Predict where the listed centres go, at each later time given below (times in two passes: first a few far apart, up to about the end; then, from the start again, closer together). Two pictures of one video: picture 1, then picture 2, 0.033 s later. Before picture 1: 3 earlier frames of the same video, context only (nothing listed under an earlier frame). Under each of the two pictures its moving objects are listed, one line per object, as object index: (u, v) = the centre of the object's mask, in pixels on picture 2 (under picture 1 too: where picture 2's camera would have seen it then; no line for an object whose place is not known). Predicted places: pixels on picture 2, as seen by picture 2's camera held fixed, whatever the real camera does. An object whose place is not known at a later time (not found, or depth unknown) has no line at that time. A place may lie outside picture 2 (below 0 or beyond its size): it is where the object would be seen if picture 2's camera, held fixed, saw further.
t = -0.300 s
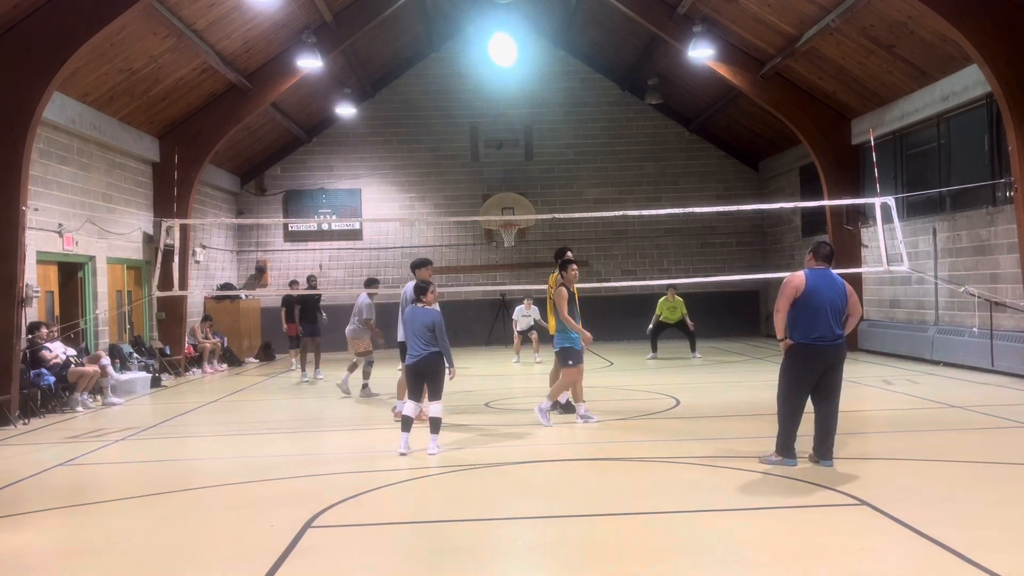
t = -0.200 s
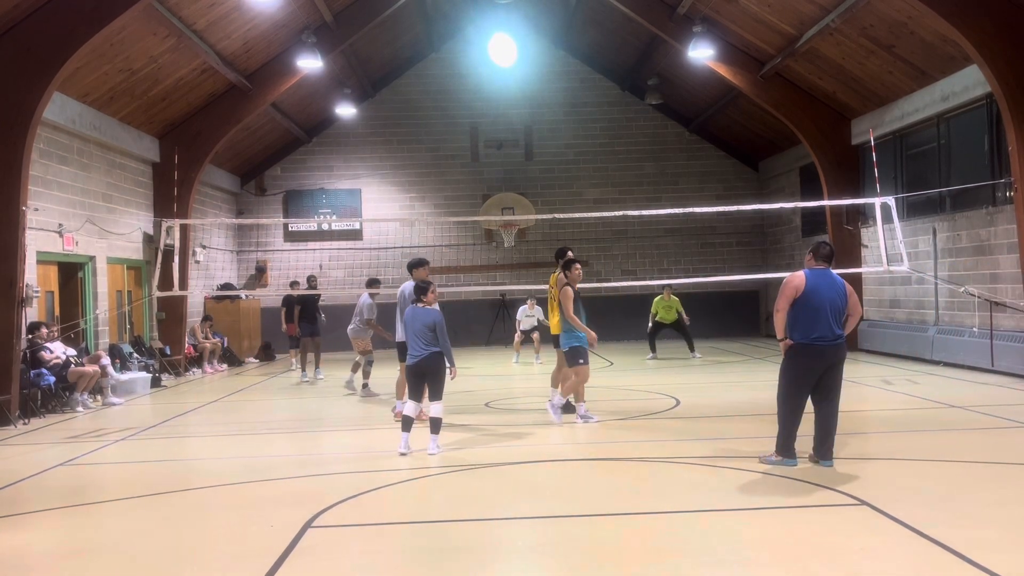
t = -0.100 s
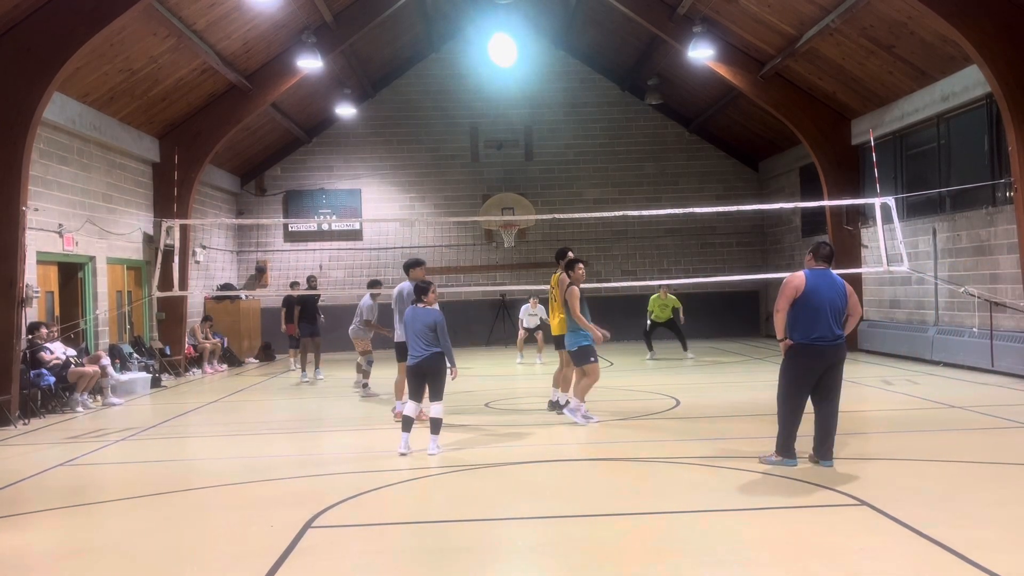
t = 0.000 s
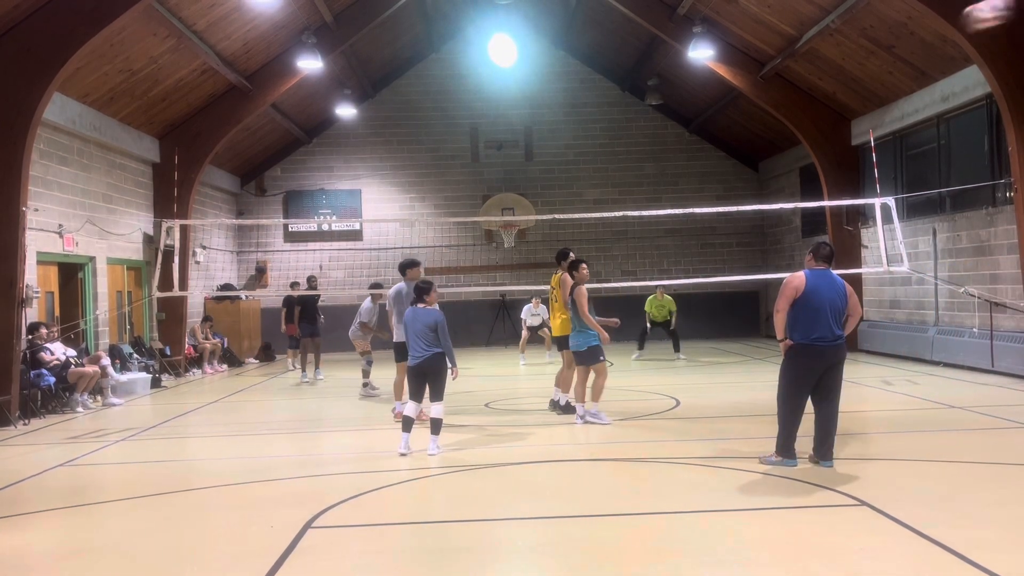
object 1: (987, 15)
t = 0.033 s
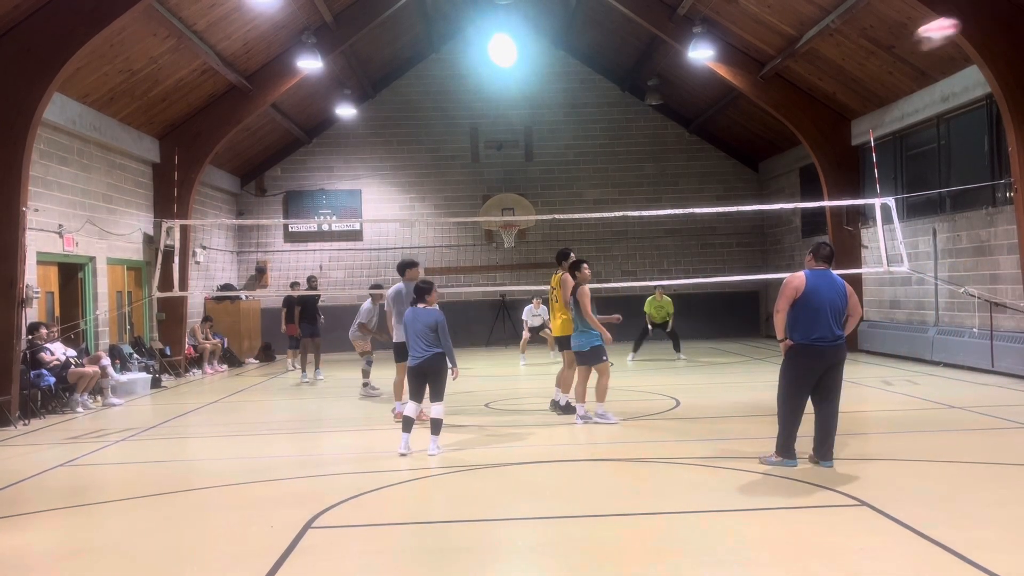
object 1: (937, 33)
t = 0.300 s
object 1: (734, 162)
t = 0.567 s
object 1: (658, 265)
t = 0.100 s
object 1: (860, 70)
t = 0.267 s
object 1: (749, 148)
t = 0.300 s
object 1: (734, 162)
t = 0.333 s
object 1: (721, 176)
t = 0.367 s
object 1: (709, 190)
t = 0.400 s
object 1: (699, 201)
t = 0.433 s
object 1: (688, 218)
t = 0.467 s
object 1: (680, 228)
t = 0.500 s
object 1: (673, 241)
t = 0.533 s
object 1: (665, 253)
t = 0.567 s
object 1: (658, 265)
